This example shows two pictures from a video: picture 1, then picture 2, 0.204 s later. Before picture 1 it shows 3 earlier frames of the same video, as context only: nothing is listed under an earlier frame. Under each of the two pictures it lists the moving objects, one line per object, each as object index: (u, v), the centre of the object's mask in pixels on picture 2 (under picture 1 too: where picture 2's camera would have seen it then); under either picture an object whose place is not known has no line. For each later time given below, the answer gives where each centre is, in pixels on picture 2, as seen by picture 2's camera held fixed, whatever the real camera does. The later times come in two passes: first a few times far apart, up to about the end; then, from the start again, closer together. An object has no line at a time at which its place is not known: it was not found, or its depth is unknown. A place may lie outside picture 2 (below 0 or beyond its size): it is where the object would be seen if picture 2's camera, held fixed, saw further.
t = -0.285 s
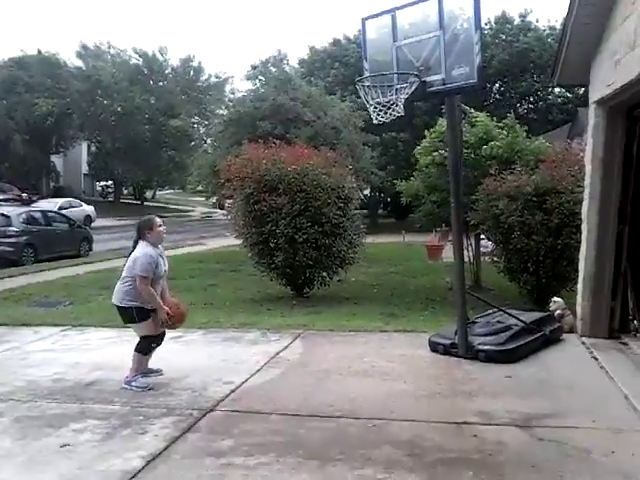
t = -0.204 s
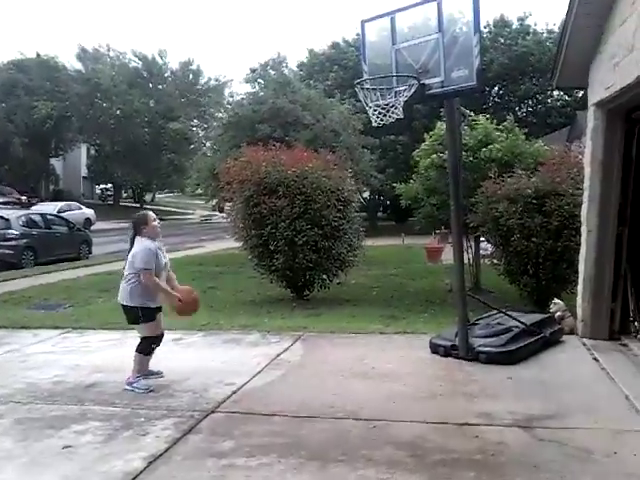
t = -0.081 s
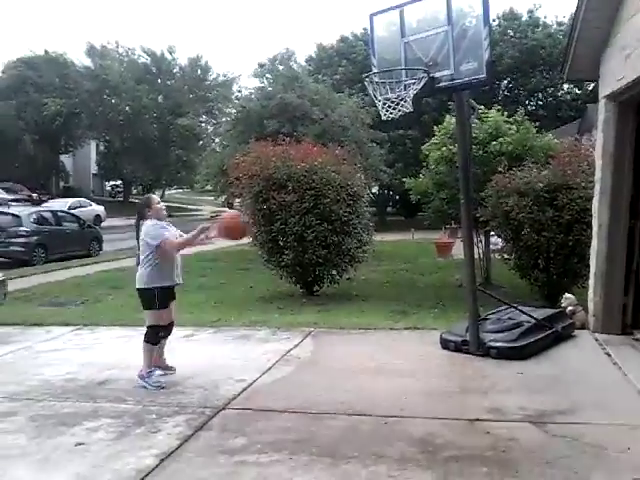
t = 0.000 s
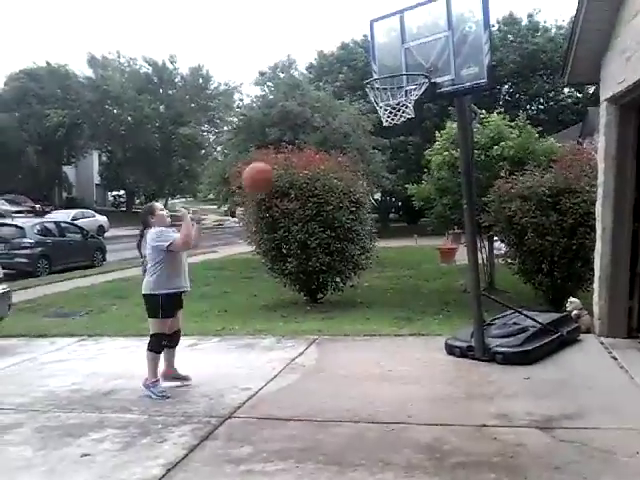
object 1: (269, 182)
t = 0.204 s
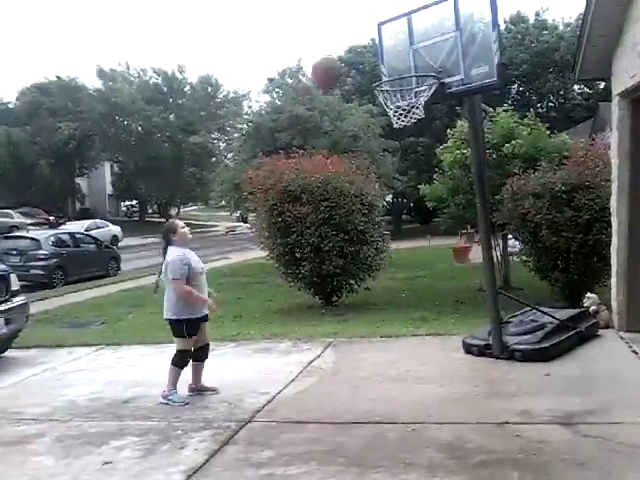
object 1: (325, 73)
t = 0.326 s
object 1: (365, 28)
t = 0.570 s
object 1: (438, 6)
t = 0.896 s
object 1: (473, 57)
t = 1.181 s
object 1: (490, 258)
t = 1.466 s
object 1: (493, 276)
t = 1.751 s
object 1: (477, 119)
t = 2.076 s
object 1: (453, 94)
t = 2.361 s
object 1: (438, 232)
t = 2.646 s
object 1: (420, 378)
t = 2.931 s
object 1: (386, 215)
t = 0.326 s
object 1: (365, 28)
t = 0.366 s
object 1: (377, 18)
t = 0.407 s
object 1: (389, 10)
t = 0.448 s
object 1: (401, 4)
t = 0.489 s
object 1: (412, 2)
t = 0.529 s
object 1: (424, 4)
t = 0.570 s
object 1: (438, 6)
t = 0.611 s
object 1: (448, 9)
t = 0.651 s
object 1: (451, 10)
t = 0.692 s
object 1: (454, 13)
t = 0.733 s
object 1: (458, 14)
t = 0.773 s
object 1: (462, 16)
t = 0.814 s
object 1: (465, 27)
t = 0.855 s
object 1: (468, 41)
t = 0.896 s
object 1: (473, 57)
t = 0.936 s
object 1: (476, 76)
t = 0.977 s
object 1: (478, 99)
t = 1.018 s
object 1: (481, 123)
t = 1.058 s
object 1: (483, 154)
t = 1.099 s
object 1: (486, 186)
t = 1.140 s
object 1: (489, 221)
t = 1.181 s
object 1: (490, 258)
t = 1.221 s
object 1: (494, 301)
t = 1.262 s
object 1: (495, 347)
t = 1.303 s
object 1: (501, 398)
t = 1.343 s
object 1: (499, 370)
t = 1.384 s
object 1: (496, 338)
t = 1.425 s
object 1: (495, 305)
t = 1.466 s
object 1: (493, 276)
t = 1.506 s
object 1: (491, 247)
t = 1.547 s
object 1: (488, 222)
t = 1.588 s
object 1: (487, 198)
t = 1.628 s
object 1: (485, 175)
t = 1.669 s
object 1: (483, 154)
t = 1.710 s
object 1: (480, 135)
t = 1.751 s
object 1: (477, 119)
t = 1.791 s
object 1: (475, 106)
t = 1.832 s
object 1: (472, 97)
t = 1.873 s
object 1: (469, 90)
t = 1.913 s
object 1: (466, 88)
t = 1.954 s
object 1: (463, 85)
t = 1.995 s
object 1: (461, 85)
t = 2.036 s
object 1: (456, 87)
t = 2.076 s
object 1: (453, 94)
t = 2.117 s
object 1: (450, 104)
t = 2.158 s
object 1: (450, 116)
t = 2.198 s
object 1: (447, 131)
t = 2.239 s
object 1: (445, 150)
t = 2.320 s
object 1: (439, 202)
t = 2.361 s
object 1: (438, 232)
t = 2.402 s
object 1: (437, 267)
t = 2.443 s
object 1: (434, 304)
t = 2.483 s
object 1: (432, 345)
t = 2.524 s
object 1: (431, 391)
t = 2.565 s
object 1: (430, 441)
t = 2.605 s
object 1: (425, 410)
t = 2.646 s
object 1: (420, 378)
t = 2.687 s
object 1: (415, 347)
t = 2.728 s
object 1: (410, 319)
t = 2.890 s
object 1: (391, 231)
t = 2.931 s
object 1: (386, 215)
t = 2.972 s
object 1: (382, 202)
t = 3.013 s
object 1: (378, 193)
